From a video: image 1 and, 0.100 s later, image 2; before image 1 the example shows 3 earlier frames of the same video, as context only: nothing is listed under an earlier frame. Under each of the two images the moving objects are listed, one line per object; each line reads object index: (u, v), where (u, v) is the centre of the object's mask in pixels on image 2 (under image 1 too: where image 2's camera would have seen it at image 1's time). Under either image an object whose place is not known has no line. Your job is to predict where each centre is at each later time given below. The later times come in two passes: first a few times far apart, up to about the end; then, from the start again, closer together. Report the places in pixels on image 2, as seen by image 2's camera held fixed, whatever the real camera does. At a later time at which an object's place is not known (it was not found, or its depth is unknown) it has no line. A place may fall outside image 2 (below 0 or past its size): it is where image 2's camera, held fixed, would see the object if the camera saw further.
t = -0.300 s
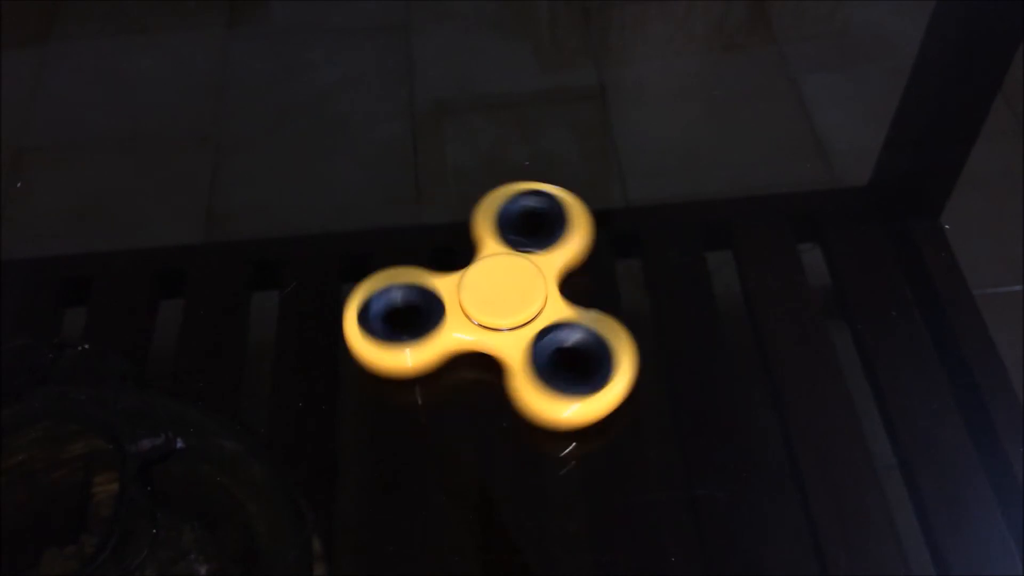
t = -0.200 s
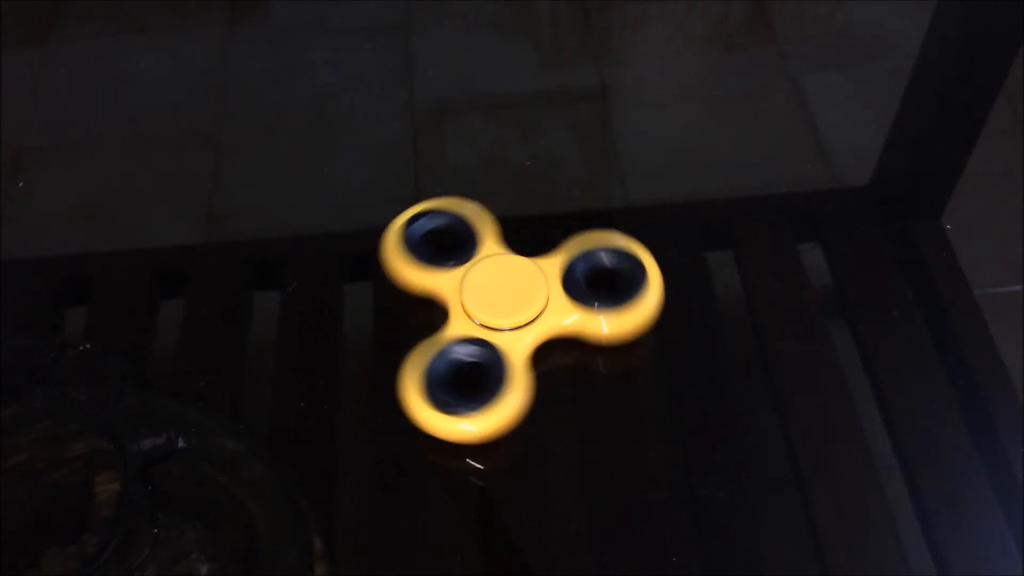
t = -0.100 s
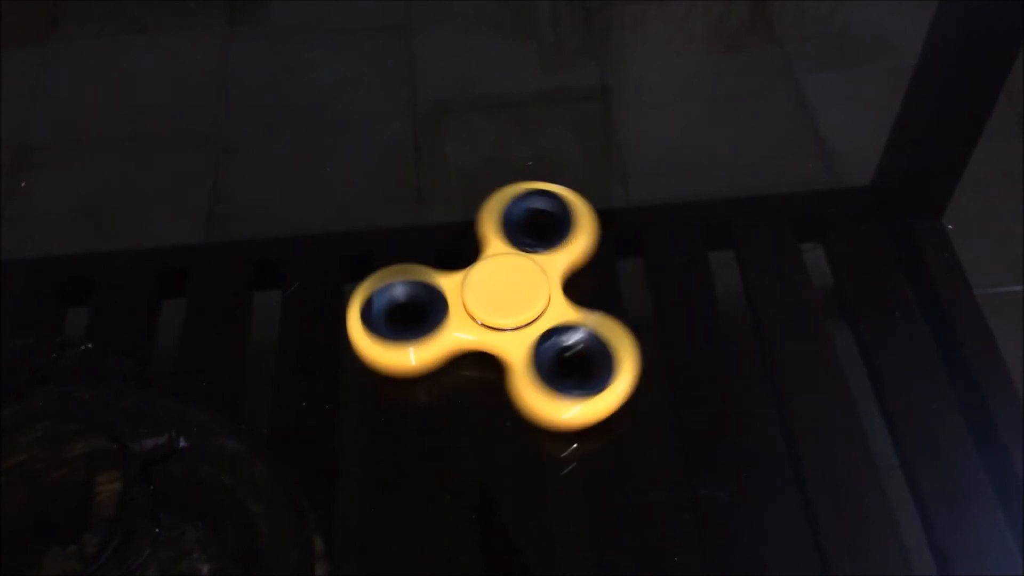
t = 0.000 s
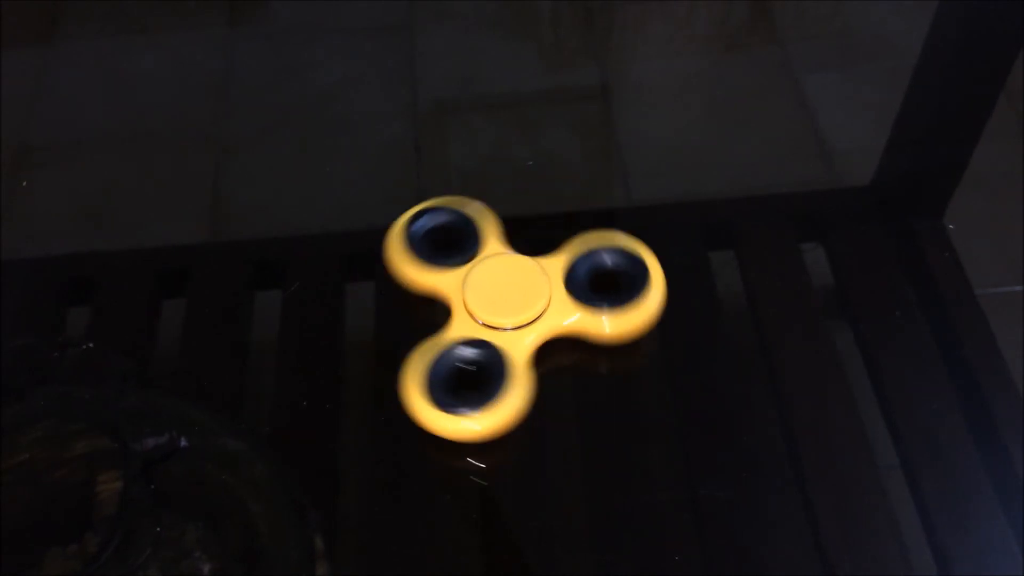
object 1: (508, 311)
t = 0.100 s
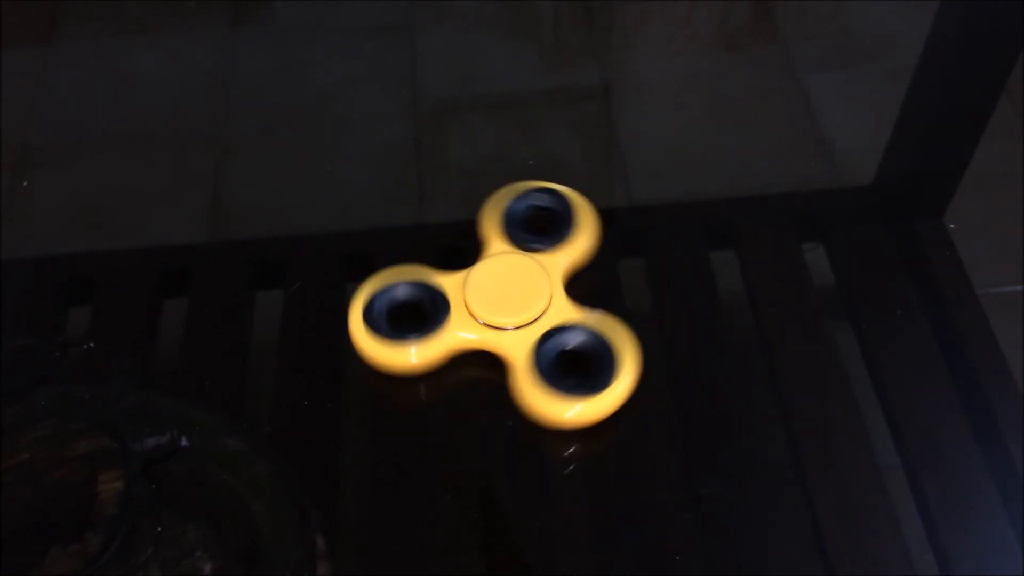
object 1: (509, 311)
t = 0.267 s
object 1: (510, 311)
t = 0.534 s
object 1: (510, 311)
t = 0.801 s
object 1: (511, 311)
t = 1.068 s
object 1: (514, 311)
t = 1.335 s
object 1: (517, 312)
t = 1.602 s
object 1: (518, 310)
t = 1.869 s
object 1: (519, 308)
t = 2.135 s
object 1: (521, 306)
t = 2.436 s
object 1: (521, 307)
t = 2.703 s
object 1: (520, 308)
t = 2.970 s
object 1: (520, 307)
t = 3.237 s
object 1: (522, 307)
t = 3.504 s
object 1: (524, 307)
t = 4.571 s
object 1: (522, 306)
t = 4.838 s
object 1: (511, 302)
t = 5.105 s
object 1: (494, 303)
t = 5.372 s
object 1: (487, 299)
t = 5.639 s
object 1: (485, 295)
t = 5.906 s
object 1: (481, 296)
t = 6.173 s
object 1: (485, 294)
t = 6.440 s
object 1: (481, 294)
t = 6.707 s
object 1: (484, 293)
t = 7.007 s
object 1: (484, 294)
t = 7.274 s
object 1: (482, 300)
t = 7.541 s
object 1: (477, 307)
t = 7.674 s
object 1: (466, 310)
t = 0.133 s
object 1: (509, 312)
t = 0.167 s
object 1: (508, 311)
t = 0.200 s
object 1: (509, 310)
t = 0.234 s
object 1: (509, 310)
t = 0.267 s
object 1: (510, 311)
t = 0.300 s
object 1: (510, 311)
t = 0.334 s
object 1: (509, 311)
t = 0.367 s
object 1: (509, 310)
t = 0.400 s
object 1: (509, 310)
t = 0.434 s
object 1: (510, 310)
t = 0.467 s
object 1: (510, 311)
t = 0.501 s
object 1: (510, 311)
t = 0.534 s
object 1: (510, 311)
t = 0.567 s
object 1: (510, 311)
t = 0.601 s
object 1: (509, 311)
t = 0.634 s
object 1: (510, 310)
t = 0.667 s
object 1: (511, 311)
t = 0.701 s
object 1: (511, 311)
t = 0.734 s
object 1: (511, 312)
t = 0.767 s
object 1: (511, 312)
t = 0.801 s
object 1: (511, 311)
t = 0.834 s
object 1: (512, 311)
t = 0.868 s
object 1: (512, 311)
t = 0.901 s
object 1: (512, 311)
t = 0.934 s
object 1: (512, 311)
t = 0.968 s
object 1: (512, 312)
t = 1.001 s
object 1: (512, 311)
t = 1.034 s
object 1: (513, 310)
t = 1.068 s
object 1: (514, 311)
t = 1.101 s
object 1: (515, 311)
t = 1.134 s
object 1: (515, 312)
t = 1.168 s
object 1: (515, 311)
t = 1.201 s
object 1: (515, 311)
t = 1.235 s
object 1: (515, 311)
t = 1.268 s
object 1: (516, 311)
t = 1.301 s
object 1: (517, 311)
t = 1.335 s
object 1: (517, 312)
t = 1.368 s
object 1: (516, 311)
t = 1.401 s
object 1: (516, 311)
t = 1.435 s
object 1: (516, 310)
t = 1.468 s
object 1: (516, 310)
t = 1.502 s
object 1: (518, 309)
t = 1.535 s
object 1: (518, 310)
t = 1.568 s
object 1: (518, 310)
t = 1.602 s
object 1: (518, 310)
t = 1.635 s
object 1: (518, 310)
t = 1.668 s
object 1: (518, 309)
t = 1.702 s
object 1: (519, 308)
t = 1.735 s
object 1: (520, 309)
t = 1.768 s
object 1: (520, 309)
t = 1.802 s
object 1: (519, 309)
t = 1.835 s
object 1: (519, 308)
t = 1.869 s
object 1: (519, 308)
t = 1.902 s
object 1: (519, 307)
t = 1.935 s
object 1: (520, 307)
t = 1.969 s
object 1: (521, 307)
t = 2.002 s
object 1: (521, 307)
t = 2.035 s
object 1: (520, 308)
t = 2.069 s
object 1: (520, 307)
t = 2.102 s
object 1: (520, 306)
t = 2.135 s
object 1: (521, 306)
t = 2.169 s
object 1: (522, 306)
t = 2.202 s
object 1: (521, 307)
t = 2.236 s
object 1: (520, 307)
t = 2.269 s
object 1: (520, 308)
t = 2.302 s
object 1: (519, 307)
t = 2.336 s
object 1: (520, 307)
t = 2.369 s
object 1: (520, 307)
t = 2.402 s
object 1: (521, 307)
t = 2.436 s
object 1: (521, 307)
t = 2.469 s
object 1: (521, 307)
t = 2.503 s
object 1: (520, 307)
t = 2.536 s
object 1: (520, 307)
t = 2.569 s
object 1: (520, 306)
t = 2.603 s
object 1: (520, 306)
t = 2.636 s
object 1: (520, 307)
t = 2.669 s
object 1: (521, 307)
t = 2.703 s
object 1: (520, 308)
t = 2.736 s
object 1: (519, 308)
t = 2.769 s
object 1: (519, 307)
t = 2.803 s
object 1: (519, 306)
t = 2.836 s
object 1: (520, 306)
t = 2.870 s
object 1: (521, 307)
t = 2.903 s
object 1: (521, 307)
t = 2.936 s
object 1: (521, 307)
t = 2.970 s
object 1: (520, 307)
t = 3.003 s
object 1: (520, 307)
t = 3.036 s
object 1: (521, 306)
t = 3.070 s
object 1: (521, 307)
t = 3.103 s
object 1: (522, 307)
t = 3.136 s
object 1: (521, 307)
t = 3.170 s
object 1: (522, 307)
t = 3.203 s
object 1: (522, 307)
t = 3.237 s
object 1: (522, 307)
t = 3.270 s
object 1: (522, 307)
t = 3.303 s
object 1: (523, 308)
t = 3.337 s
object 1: (523, 308)
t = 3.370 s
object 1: (524, 308)
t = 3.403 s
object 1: (524, 308)
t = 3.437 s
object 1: (523, 308)
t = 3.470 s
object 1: (524, 308)
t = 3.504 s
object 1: (524, 307)
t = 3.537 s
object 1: (525, 307)
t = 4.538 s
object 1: (524, 305)
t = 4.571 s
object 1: (522, 306)
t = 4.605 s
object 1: (521, 305)
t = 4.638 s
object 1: (521, 304)
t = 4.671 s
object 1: (520, 303)
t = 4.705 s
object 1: (518, 304)
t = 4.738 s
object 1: (516, 303)
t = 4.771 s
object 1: (514, 303)
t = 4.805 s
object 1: (512, 303)
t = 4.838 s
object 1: (511, 302)
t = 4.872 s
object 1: (509, 302)
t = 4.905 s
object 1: (507, 301)
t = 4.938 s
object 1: (505, 301)
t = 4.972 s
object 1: (502, 300)
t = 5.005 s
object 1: (499, 301)
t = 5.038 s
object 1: (497, 301)
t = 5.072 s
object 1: (495, 302)
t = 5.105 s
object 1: (494, 303)
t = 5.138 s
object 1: (493, 302)
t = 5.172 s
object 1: (492, 302)
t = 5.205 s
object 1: (491, 301)
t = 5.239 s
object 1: (490, 299)
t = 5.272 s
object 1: (490, 299)
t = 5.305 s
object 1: (490, 299)
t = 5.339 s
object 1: (487, 299)
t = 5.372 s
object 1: (487, 299)
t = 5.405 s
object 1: (485, 300)
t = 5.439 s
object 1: (483, 300)
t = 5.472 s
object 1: (483, 300)
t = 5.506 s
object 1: (482, 299)
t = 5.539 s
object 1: (482, 299)
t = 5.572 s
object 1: (482, 297)
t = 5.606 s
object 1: (483, 296)
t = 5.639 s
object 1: (485, 295)
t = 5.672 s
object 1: (486, 295)
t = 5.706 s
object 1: (487, 295)
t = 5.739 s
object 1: (487, 297)
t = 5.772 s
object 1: (486, 297)
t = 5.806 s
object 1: (484, 297)
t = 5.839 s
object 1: (482, 296)
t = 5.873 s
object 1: (481, 296)
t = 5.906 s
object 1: (481, 296)
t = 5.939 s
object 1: (481, 296)
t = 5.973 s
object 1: (481, 296)
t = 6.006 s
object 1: (482, 296)
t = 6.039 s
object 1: (482, 296)
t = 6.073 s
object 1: (483, 295)
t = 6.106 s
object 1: (483, 295)
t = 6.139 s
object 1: (484, 294)
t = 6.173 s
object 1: (485, 294)
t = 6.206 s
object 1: (485, 294)
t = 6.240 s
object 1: (484, 295)
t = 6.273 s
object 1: (484, 295)
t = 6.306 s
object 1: (483, 294)
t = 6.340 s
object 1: (482, 294)
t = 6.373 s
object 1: (482, 295)
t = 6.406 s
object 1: (481, 294)
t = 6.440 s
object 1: (481, 294)
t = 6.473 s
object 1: (482, 294)
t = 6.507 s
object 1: (482, 293)
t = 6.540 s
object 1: (483, 293)
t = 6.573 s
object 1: (484, 294)
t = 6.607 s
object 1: (484, 294)
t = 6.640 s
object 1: (484, 293)
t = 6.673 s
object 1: (484, 292)
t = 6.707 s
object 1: (484, 293)
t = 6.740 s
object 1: (484, 293)
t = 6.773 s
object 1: (484, 293)
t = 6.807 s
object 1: (485, 293)
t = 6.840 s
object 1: (485, 294)
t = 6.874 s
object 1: (485, 294)
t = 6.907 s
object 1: (485, 294)
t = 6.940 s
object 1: (485, 294)
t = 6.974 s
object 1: (485, 294)
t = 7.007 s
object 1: (484, 294)
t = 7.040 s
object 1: (484, 295)
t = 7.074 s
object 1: (484, 295)
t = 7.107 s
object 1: (484, 295)
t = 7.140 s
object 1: (484, 296)
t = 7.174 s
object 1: (484, 296)
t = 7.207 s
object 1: (483, 298)
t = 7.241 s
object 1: (483, 298)
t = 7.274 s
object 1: (482, 300)
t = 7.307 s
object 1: (482, 301)
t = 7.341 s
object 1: (482, 302)
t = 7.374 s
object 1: (481, 304)
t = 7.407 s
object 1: (481, 304)
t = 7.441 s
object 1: (481, 305)
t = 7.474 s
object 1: (481, 306)
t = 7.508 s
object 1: (479, 307)
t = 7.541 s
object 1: (477, 307)
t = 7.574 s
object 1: (476, 307)
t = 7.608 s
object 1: (473, 309)
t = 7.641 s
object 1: (470, 311)
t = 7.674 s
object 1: (466, 310)
